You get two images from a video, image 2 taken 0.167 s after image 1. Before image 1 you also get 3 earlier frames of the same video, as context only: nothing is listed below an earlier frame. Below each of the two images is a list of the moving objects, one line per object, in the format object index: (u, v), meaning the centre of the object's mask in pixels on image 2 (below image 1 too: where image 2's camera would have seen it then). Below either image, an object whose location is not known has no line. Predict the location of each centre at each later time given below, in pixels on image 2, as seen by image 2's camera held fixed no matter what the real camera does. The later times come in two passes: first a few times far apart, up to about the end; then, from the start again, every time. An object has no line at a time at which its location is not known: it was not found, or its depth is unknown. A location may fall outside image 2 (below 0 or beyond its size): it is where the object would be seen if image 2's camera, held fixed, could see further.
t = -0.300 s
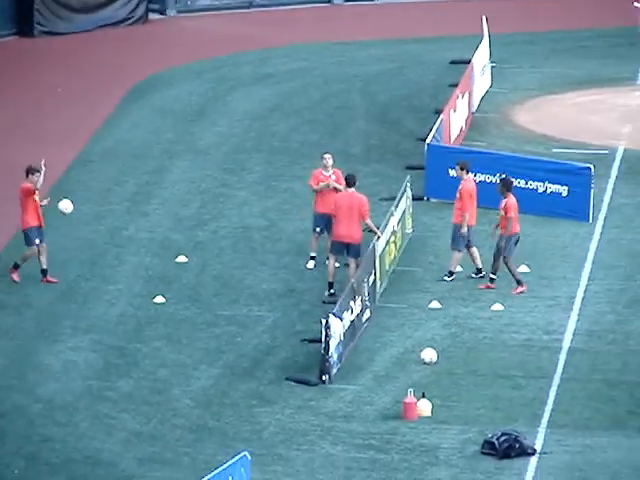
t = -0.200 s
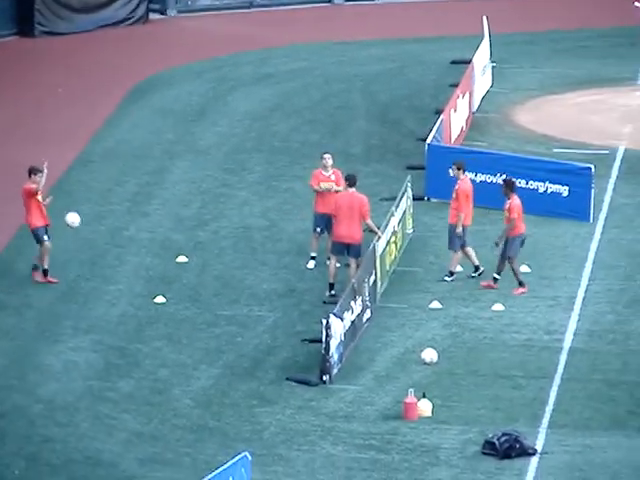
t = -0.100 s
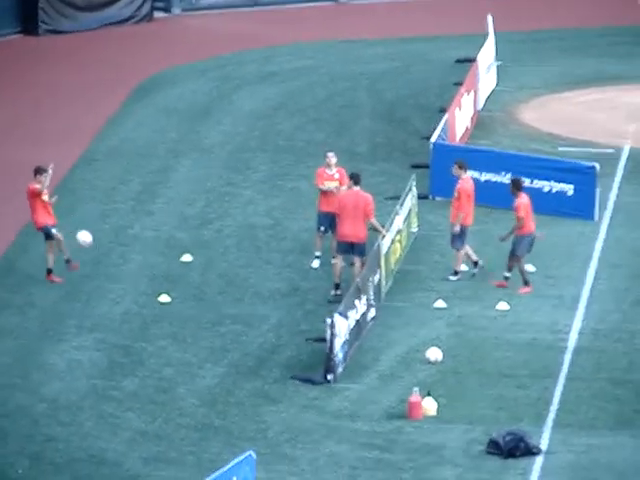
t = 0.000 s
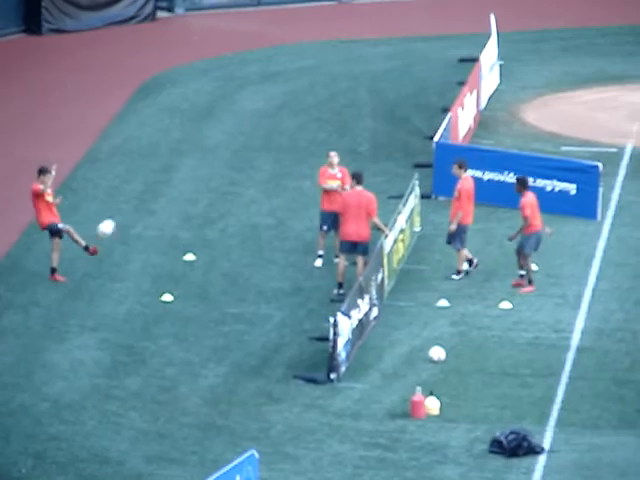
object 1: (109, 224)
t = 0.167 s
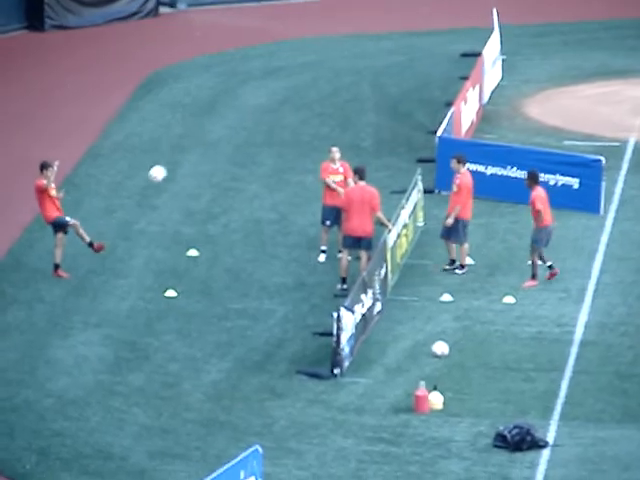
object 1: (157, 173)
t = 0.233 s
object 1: (176, 158)
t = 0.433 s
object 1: (233, 131)
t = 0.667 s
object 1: (297, 131)
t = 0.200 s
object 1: (166, 165)
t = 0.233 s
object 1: (176, 158)
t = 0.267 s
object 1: (186, 151)
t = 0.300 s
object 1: (195, 146)
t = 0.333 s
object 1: (205, 141)
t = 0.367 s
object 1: (214, 137)
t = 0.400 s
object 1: (223, 133)
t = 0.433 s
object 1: (233, 131)
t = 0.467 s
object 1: (242, 129)
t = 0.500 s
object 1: (251, 127)
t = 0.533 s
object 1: (261, 127)
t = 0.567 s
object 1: (270, 127)
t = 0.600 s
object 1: (279, 128)
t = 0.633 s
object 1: (289, 129)
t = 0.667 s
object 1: (297, 131)
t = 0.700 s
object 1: (307, 135)
